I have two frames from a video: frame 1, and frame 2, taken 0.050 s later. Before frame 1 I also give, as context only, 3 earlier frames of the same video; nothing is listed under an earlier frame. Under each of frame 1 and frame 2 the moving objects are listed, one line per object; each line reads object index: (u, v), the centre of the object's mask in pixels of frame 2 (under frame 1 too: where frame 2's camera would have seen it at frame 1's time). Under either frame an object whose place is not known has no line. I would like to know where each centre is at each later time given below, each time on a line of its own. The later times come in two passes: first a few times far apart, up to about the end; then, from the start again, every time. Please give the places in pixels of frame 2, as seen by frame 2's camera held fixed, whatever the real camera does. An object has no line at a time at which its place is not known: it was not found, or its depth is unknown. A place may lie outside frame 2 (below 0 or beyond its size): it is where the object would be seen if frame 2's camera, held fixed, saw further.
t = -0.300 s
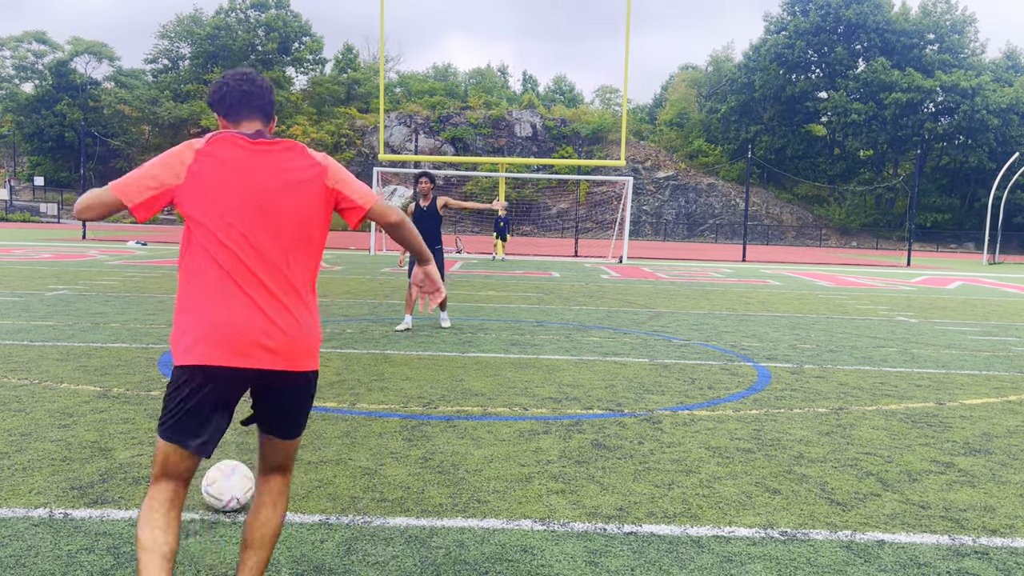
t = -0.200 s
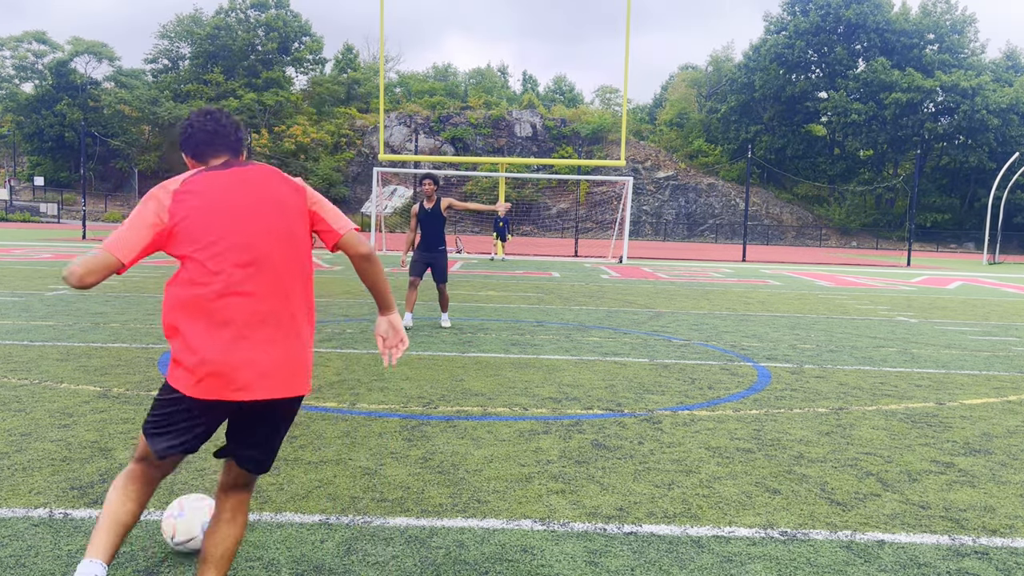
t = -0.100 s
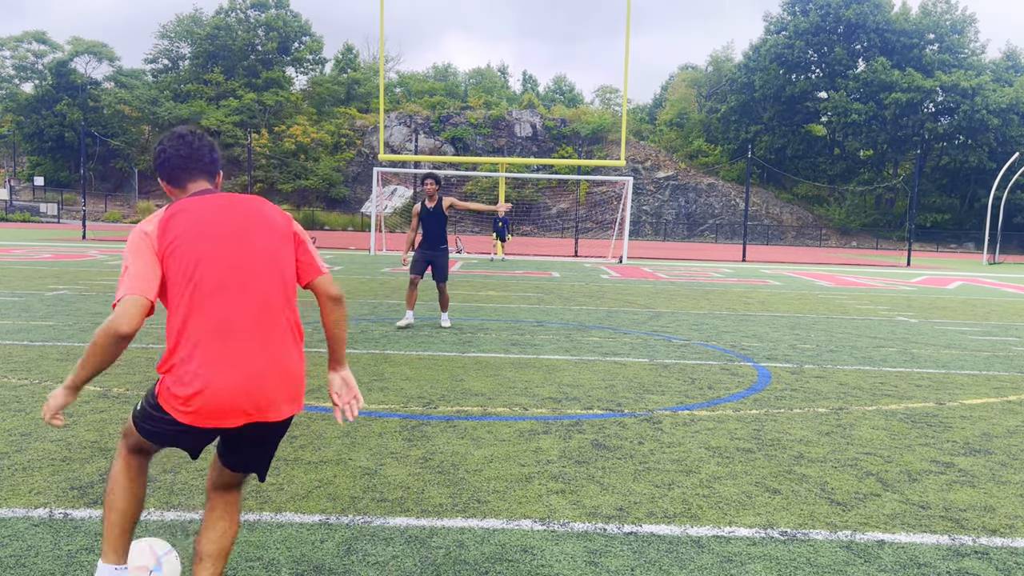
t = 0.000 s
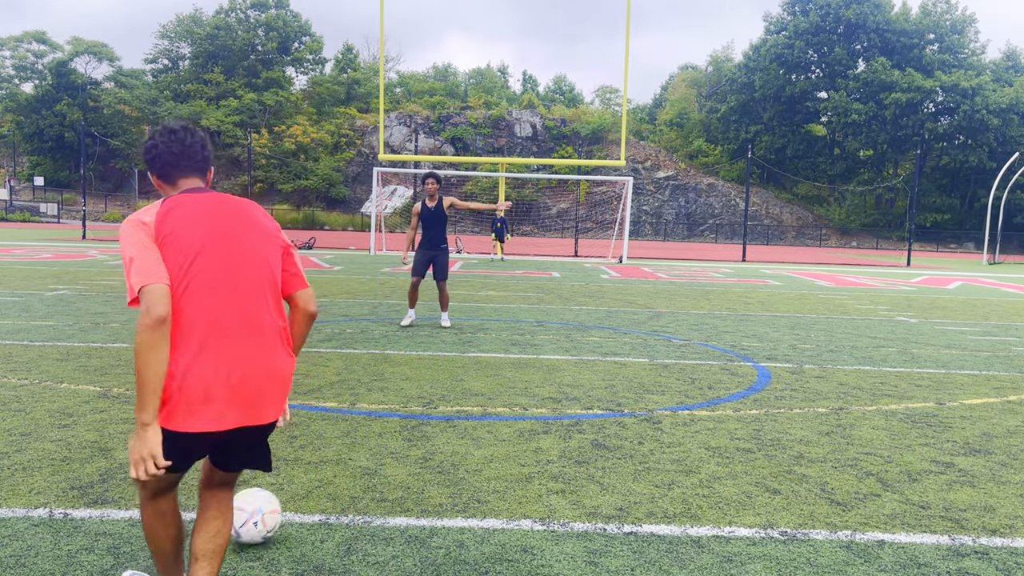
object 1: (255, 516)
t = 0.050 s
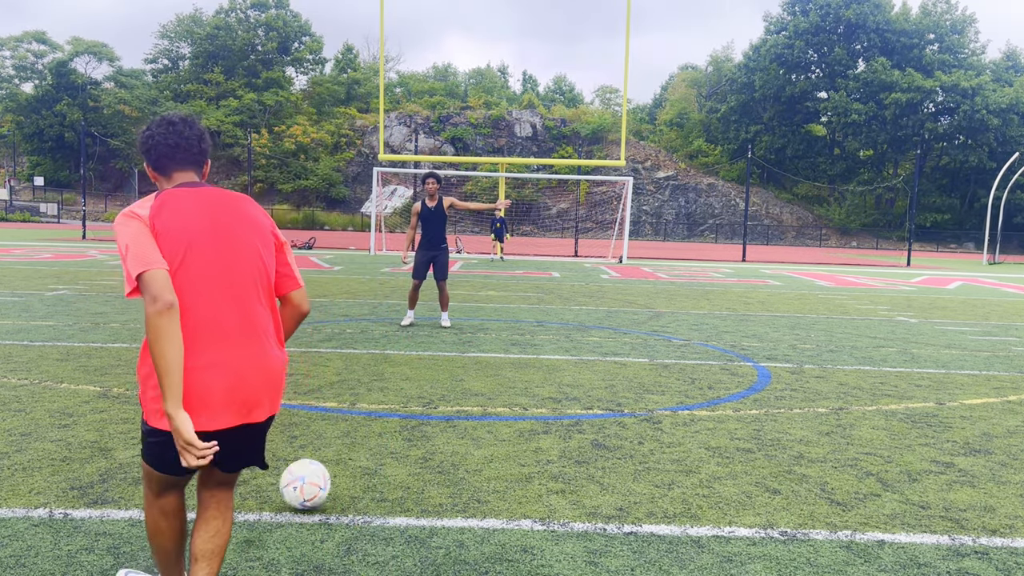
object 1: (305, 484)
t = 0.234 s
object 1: (424, 414)
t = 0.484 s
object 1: (501, 372)
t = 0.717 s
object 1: (539, 350)
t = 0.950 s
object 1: (565, 336)
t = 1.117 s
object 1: (581, 329)
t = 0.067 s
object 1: (320, 476)
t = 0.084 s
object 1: (334, 468)
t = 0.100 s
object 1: (347, 462)
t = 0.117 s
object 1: (359, 454)
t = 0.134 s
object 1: (371, 447)
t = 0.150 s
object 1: (381, 442)
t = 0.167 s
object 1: (391, 436)
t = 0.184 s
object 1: (400, 432)
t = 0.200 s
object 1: (409, 425)
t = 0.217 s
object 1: (416, 420)
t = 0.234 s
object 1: (424, 414)
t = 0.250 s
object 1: (431, 410)
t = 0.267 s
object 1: (438, 407)
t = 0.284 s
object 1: (445, 403)
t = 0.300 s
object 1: (451, 400)
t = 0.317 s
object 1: (456, 398)
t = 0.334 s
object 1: (462, 396)
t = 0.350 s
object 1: (467, 391)
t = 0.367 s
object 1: (471, 389)
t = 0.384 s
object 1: (476, 385)
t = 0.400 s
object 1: (481, 382)
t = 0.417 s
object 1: (485, 380)
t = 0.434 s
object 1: (490, 378)
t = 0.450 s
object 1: (494, 377)
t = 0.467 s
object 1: (498, 376)
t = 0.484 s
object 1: (501, 372)
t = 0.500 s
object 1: (504, 370)
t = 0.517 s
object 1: (507, 367)
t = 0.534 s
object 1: (511, 365)
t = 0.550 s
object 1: (514, 363)
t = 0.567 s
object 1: (517, 362)
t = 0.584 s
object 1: (520, 361)
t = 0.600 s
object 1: (523, 361)
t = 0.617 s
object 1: (525, 361)
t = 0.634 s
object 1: (528, 359)
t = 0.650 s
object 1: (530, 357)
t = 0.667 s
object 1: (533, 354)
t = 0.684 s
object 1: (535, 353)
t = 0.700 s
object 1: (537, 351)
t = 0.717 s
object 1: (539, 350)
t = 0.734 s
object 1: (542, 349)
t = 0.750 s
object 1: (543, 348)
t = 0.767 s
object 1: (546, 348)
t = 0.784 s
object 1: (547, 348)
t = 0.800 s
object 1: (550, 346)
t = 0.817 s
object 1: (551, 345)
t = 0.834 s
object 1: (554, 342)
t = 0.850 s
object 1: (555, 340)
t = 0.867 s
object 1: (557, 339)
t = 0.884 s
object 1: (559, 338)
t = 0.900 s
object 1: (561, 337)
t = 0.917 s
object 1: (562, 336)
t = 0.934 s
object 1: (564, 336)
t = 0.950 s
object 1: (565, 336)
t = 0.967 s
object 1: (567, 337)
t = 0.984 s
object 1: (569, 336)
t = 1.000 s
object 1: (570, 334)
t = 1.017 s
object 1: (572, 333)
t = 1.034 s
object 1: (573, 331)
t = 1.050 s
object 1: (575, 330)
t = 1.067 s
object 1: (577, 329)
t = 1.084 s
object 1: (578, 329)
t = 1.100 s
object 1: (580, 329)
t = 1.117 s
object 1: (581, 329)
